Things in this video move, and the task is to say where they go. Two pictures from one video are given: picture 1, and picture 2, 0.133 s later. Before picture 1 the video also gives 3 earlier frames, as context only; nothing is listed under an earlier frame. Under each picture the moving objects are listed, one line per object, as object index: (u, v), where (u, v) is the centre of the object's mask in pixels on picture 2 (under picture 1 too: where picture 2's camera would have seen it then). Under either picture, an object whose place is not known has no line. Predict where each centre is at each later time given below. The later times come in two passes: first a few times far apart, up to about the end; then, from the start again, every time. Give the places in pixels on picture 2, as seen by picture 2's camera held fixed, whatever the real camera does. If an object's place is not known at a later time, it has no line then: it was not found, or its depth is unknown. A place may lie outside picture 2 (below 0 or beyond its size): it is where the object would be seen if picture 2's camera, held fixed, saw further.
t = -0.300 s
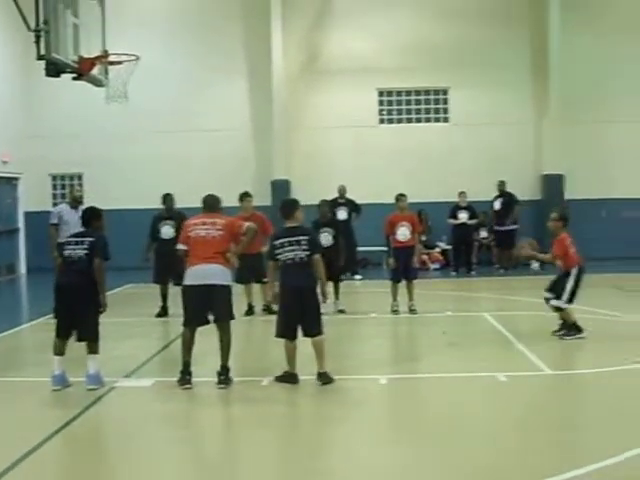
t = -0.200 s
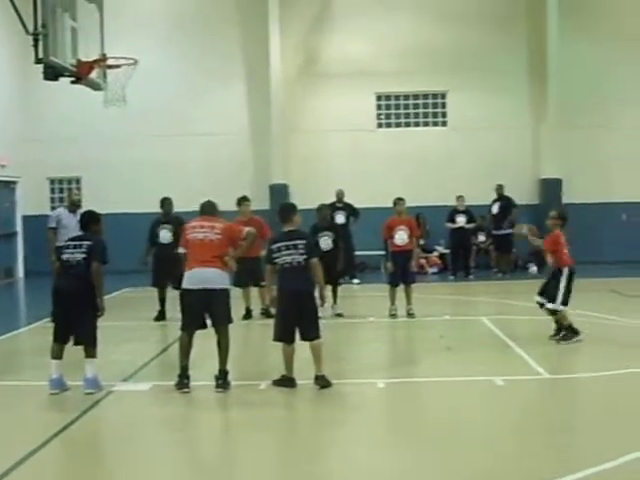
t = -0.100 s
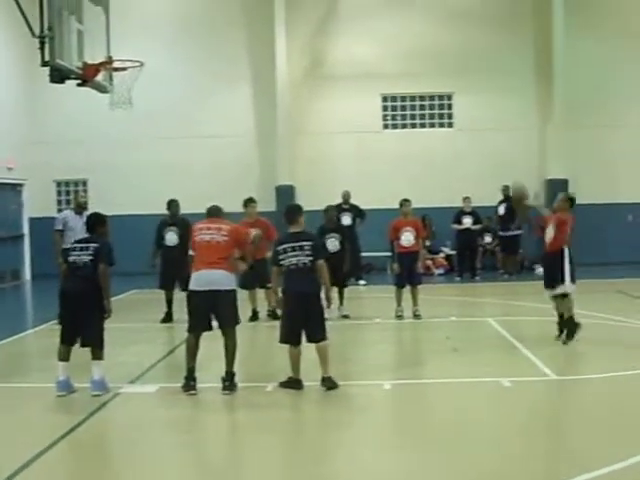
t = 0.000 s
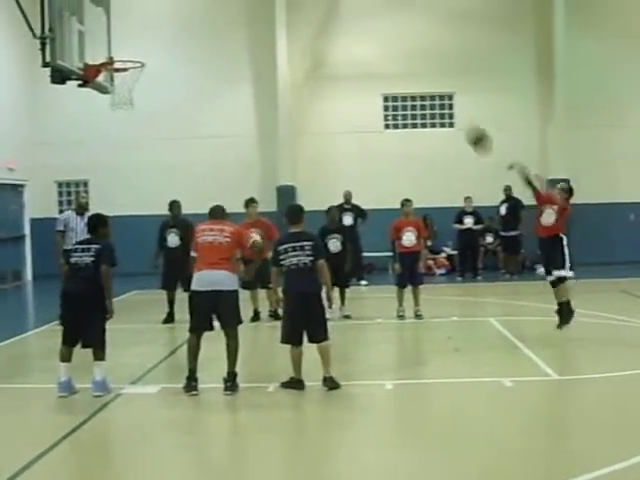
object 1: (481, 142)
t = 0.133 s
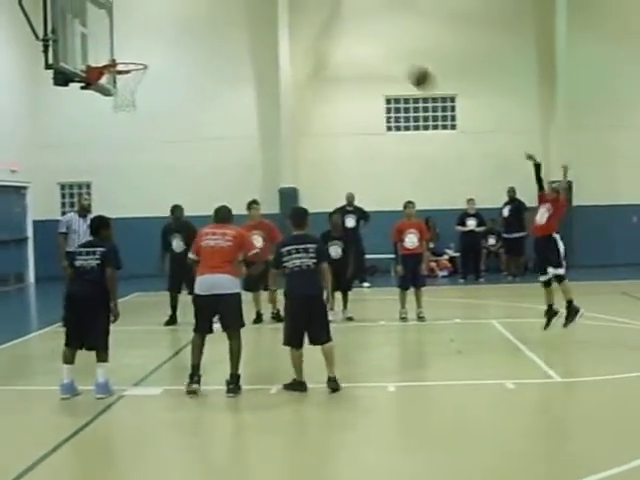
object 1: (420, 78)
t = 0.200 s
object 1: (391, 54)
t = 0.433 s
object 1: (292, 4)
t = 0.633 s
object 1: (210, 3)
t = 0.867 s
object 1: (120, 42)
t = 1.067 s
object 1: (114, 25)
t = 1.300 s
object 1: (148, 17)
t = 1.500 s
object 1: (177, 49)
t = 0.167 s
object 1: (406, 66)
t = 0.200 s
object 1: (391, 54)
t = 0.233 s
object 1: (376, 43)
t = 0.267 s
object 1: (362, 34)
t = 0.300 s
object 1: (349, 25)
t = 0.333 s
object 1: (333, 19)
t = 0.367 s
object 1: (320, 12)
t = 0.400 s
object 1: (305, 7)
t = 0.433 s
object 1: (292, 4)
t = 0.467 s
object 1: (278, 3)
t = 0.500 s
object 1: (264, 2)
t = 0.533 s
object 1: (251, 2)
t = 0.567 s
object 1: (237, 3)
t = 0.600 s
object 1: (224, 3)
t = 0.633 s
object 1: (210, 3)
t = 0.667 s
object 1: (197, 5)
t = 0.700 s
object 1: (184, 7)
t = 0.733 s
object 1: (171, 12)
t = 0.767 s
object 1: (158, 18)
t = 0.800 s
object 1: (145, 25)
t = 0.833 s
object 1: (132, 33)
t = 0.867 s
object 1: (120, 42)
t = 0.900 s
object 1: (107, 51)
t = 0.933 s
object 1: (99, 51)
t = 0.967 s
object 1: (101, 44)
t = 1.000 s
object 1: (105, 37)
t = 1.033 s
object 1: (110, 30)
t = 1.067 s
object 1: (114, 25)
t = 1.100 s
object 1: (119, 21)
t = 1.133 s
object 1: (124, 17)
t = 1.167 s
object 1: (128, 16)
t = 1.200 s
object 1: (133, 15)
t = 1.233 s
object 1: (138, 15)
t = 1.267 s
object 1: (143, 15)
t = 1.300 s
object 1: (148, 17)
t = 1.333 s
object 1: (152, 20)
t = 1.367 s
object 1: (158, 24)
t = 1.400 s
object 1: (163, 29)
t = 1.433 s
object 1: (168, 34)
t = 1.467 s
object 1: (172, 41)
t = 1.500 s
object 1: (177, 49)
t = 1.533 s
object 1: (182, 58)
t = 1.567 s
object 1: (187, 68)
